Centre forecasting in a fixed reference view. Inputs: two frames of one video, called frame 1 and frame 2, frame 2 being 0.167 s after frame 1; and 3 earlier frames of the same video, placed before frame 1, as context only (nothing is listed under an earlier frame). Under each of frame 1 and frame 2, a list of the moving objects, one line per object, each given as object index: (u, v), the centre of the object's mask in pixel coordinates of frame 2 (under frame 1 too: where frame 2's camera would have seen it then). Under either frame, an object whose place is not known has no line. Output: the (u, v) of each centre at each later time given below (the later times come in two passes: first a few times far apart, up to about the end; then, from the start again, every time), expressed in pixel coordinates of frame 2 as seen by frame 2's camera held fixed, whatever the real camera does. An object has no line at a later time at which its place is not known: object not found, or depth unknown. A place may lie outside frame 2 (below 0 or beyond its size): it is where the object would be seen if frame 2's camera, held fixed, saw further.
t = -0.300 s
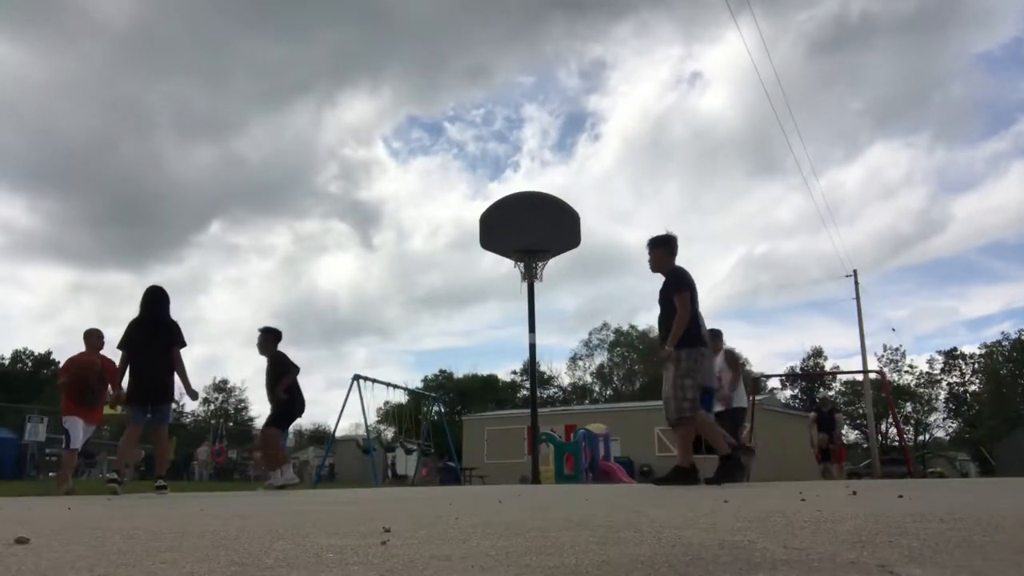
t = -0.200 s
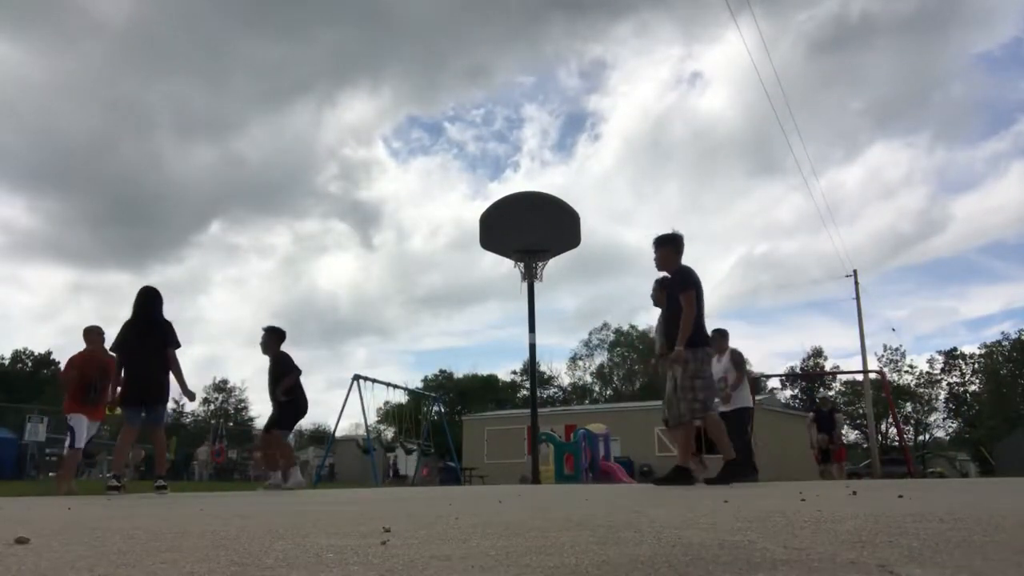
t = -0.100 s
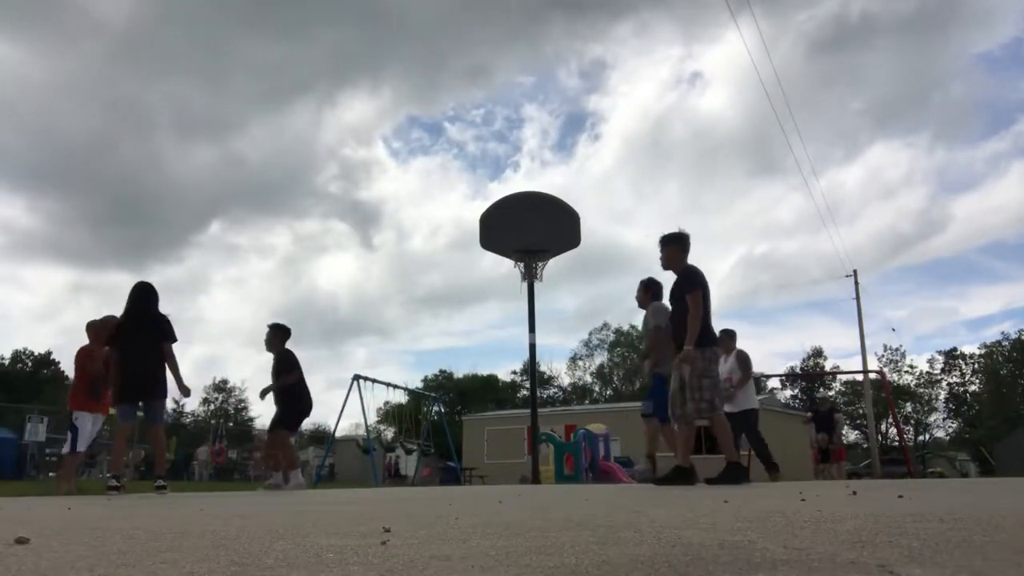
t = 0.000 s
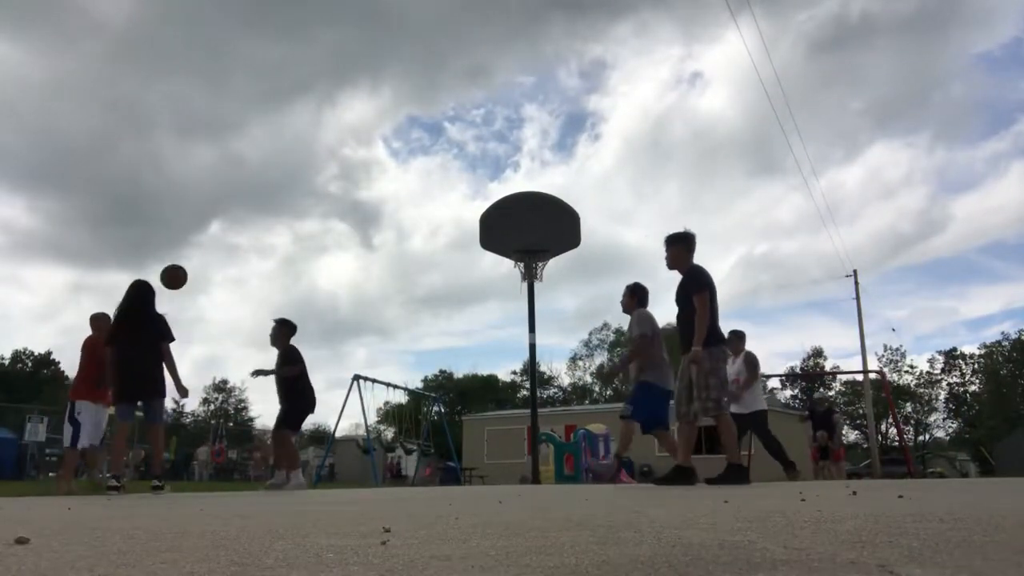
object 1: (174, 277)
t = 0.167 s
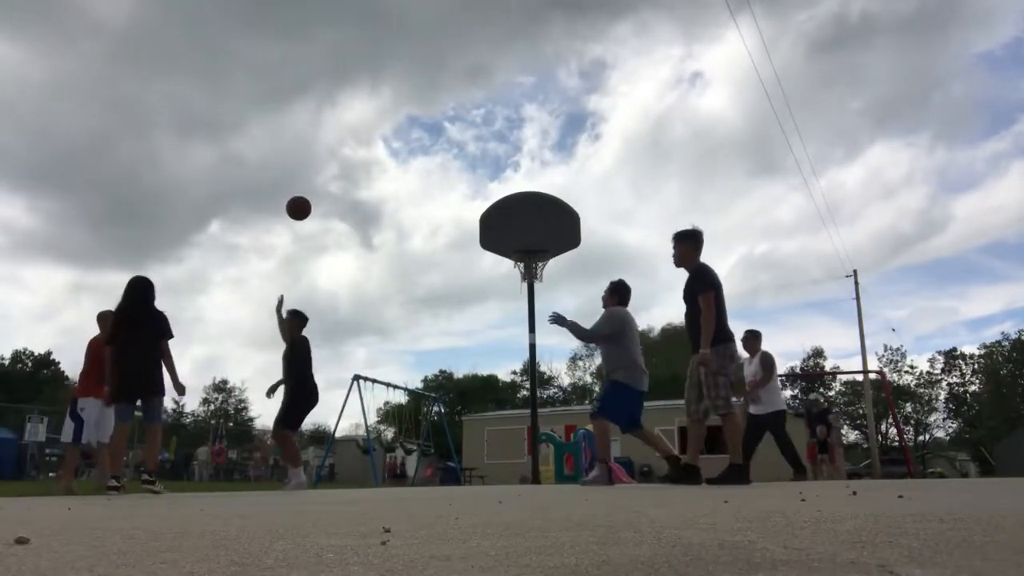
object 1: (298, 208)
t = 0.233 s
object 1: (345, 189)
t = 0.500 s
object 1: (514, 155)
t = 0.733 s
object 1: (654, 174)
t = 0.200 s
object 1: (322, 198)
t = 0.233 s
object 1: (345, 189)
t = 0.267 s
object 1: (367, 181)
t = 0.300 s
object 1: (388, 175)
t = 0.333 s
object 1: (410, 169)
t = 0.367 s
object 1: (431, 164)
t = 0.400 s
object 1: (452, 160)
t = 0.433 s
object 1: (473, 158)
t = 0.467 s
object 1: (493, 156)
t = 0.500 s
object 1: (514, 155)
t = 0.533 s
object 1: (534, 155)
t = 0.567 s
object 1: (554, 156)
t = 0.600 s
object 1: (574, 158)
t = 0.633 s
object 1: (594, 160)
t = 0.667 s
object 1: (614, 164)
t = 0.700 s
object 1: (634, 169)
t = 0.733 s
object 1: (654, 174)
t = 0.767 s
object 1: (674, 180)
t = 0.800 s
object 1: (695, 187)
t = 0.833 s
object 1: (715, 195)
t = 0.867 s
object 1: (735, 204)
